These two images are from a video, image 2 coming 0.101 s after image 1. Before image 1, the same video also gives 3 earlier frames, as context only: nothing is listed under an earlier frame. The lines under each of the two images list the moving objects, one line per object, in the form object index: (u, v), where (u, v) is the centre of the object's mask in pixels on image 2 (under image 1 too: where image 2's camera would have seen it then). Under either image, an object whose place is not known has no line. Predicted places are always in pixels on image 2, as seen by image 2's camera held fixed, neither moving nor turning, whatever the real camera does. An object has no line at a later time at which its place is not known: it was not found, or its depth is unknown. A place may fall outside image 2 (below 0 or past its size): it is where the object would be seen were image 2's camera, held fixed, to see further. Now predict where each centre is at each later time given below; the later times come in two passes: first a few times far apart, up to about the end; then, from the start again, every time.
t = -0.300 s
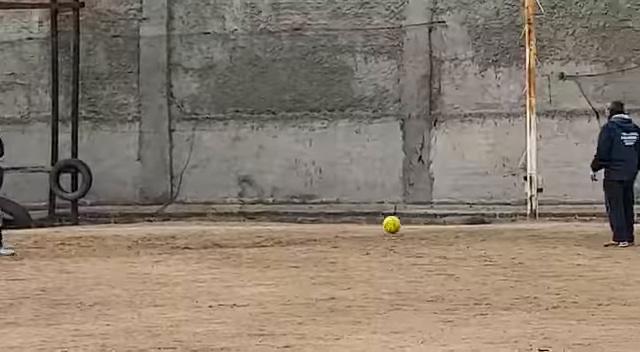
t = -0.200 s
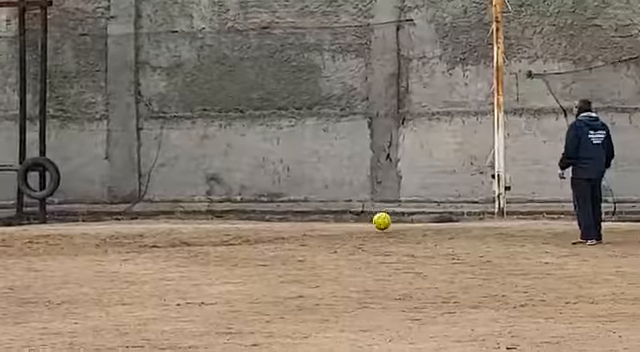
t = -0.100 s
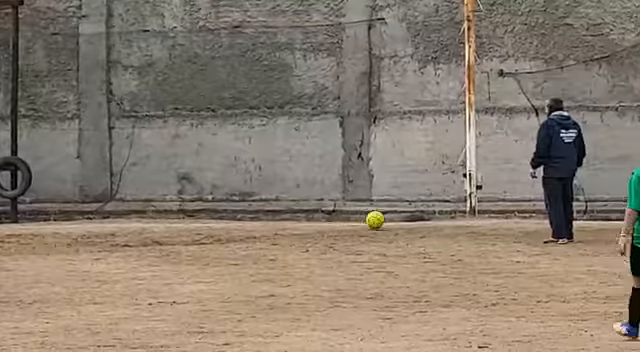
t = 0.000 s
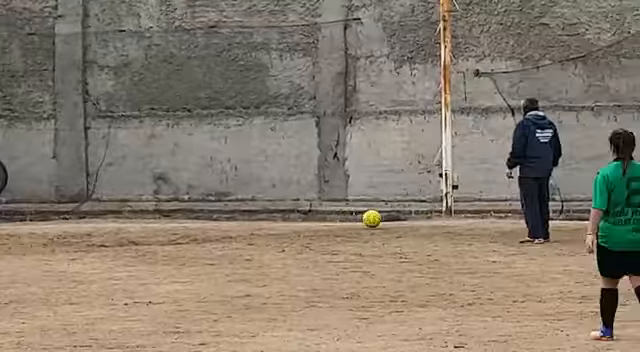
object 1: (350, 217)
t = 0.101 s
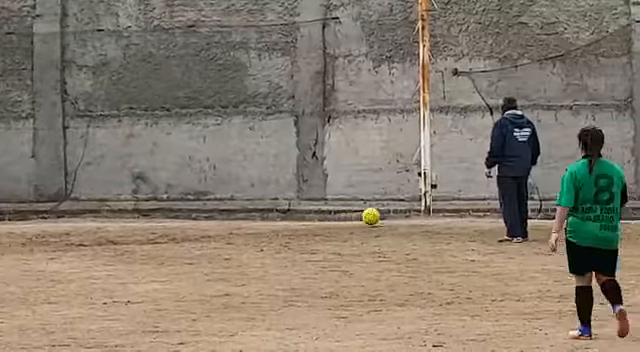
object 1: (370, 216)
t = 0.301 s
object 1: (410, 215)
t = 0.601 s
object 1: (467, 213)
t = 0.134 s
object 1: (377, 215)
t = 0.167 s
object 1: (384, 216)
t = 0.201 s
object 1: (391, 217)
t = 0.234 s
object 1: (397, 215)
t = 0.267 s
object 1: (403, 215)
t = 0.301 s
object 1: (410, 215)
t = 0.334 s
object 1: (417, 215)
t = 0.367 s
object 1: (423, 215)
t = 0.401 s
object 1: (429, 215)
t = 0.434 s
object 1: (435, 214)
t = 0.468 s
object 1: (442, 213)
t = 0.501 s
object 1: (448, 214)
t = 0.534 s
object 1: (454, 214)
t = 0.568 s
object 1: (460, 213)
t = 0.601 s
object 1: (467, 213)
